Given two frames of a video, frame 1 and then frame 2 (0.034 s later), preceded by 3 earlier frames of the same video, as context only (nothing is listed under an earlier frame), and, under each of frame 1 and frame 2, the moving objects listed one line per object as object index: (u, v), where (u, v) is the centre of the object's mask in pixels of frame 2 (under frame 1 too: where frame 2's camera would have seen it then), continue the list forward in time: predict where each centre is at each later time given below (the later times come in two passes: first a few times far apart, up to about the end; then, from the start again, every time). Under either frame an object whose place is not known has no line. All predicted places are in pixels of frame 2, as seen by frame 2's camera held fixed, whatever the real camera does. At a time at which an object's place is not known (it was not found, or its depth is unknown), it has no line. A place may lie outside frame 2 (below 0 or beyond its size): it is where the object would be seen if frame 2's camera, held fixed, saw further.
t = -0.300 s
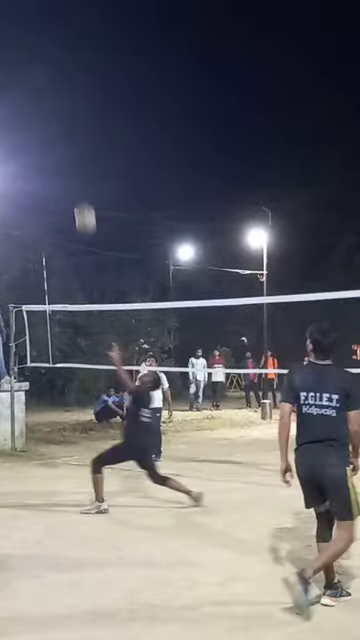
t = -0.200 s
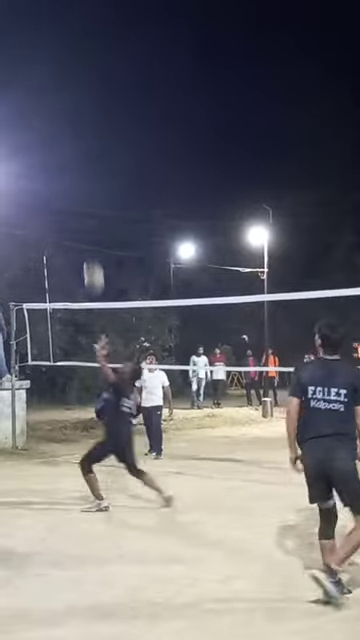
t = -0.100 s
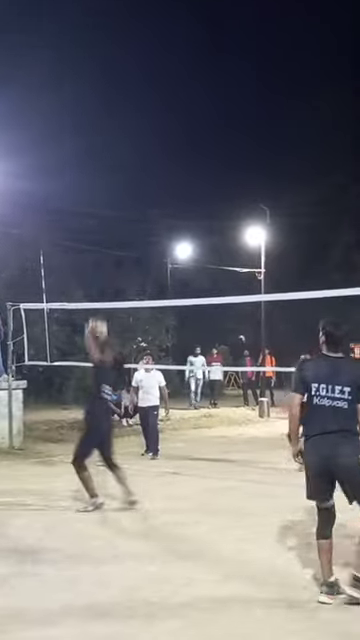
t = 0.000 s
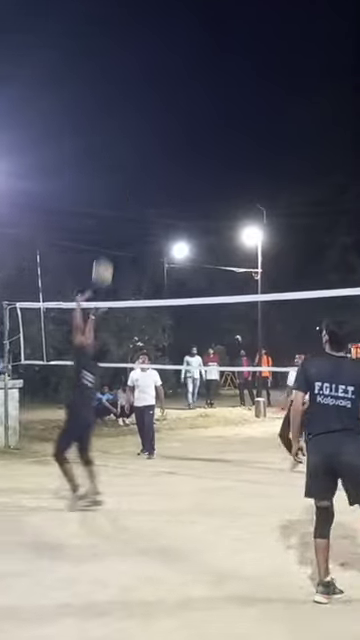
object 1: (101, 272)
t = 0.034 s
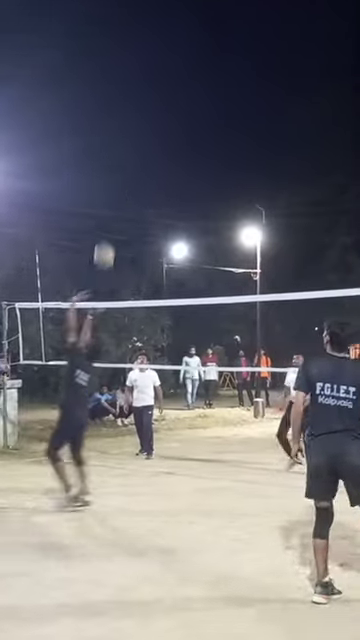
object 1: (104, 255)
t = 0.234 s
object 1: (120, 174)
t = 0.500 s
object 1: (141, 124)
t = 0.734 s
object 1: (159, 133)
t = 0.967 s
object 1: (175, 187)
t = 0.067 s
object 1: (107, 238)
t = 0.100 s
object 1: (110, 223)
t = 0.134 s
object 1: (113, 209)
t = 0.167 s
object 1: (115, 196)
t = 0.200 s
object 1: (118, 184)
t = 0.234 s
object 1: (120, 174)
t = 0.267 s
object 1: (123, 164)
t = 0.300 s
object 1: (126, 155)
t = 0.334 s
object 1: (128, 147)
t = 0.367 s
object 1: (131, 141)
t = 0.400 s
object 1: (133, 135)
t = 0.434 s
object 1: (136, 131)
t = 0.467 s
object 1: (139, 127)
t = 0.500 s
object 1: (141, 124)
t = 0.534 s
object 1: (144, 122)
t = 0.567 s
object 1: (147, 122)
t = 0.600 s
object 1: (149, 122)
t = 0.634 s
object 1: (152, 123)
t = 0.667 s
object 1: (154, 125)
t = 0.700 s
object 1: (156, 128)
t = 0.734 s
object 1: (159, 133)
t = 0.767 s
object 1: (161, 137)
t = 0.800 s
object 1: (163, 144)
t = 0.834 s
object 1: (166, 151)
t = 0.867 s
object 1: (168, 158)
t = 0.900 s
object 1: (170, 167)
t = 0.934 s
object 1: (173, 176)
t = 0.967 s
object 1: (175, 187)
